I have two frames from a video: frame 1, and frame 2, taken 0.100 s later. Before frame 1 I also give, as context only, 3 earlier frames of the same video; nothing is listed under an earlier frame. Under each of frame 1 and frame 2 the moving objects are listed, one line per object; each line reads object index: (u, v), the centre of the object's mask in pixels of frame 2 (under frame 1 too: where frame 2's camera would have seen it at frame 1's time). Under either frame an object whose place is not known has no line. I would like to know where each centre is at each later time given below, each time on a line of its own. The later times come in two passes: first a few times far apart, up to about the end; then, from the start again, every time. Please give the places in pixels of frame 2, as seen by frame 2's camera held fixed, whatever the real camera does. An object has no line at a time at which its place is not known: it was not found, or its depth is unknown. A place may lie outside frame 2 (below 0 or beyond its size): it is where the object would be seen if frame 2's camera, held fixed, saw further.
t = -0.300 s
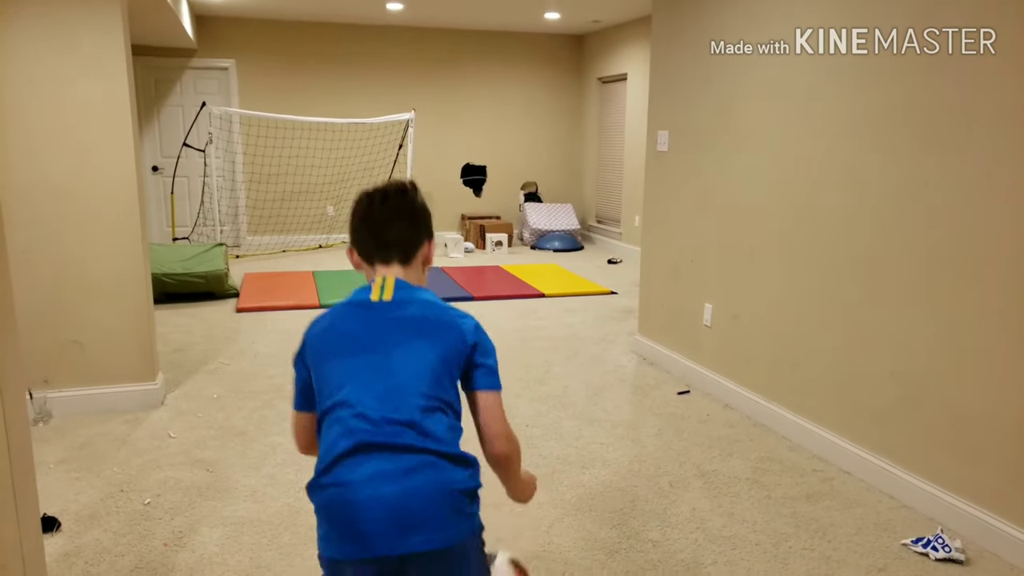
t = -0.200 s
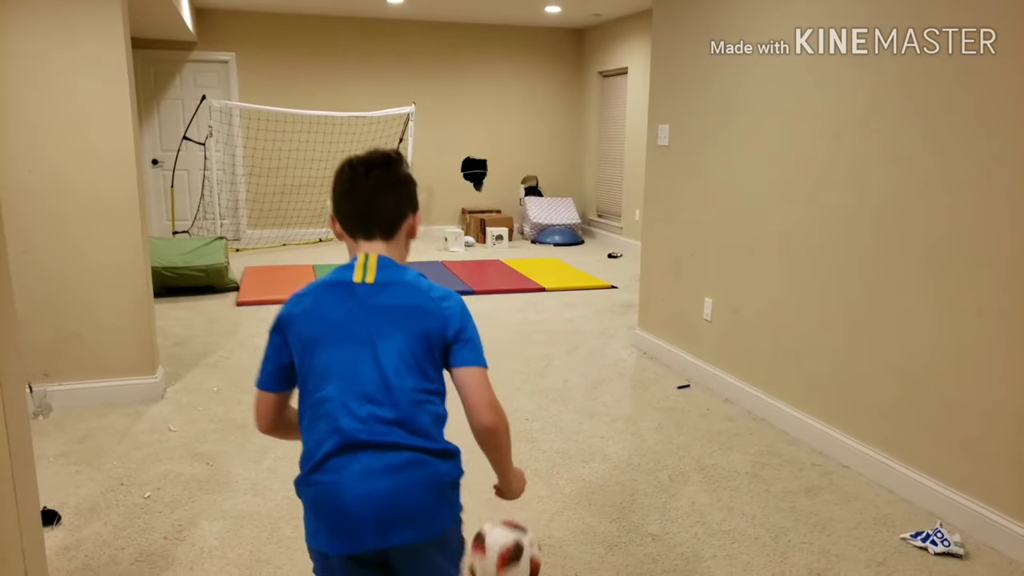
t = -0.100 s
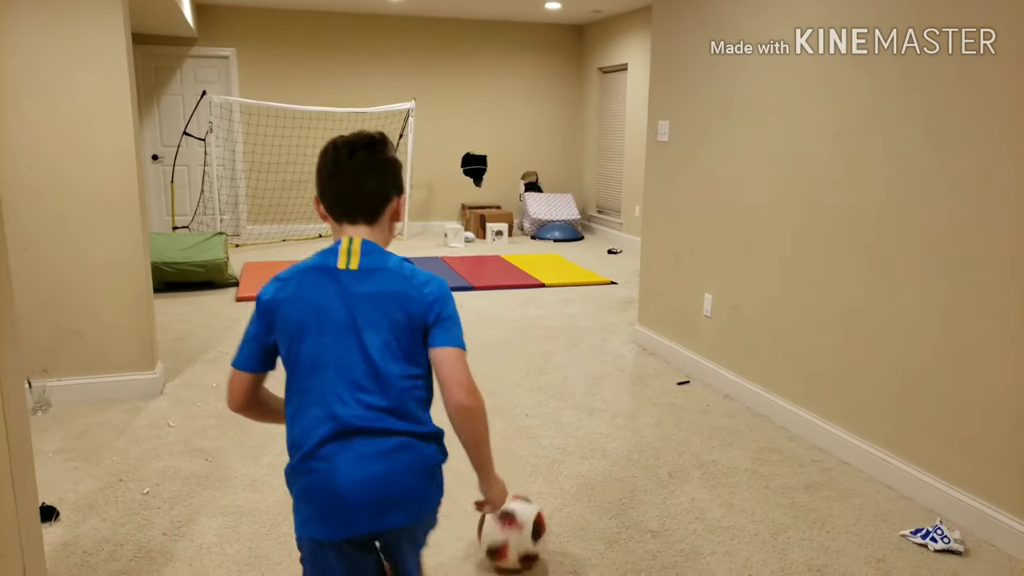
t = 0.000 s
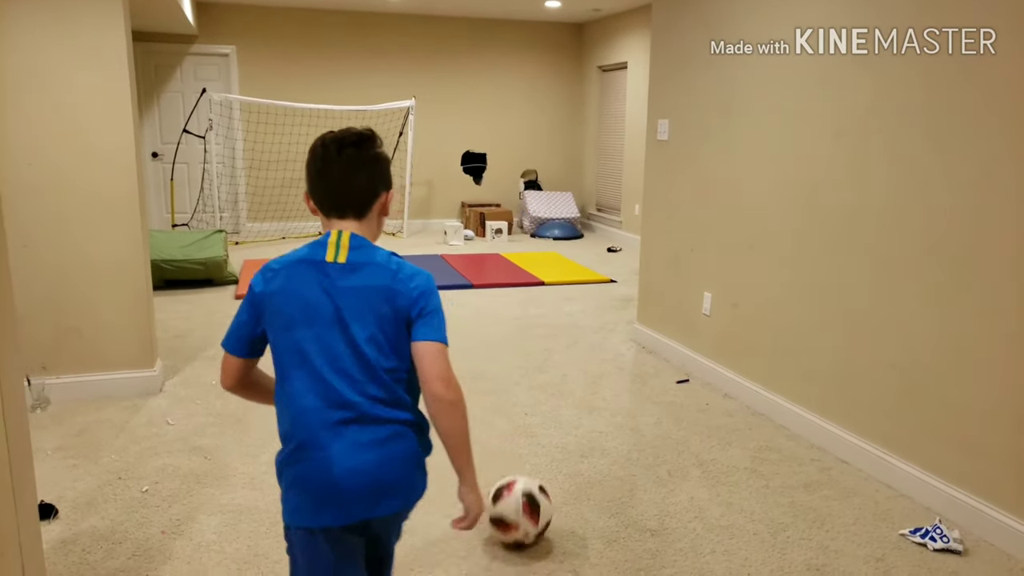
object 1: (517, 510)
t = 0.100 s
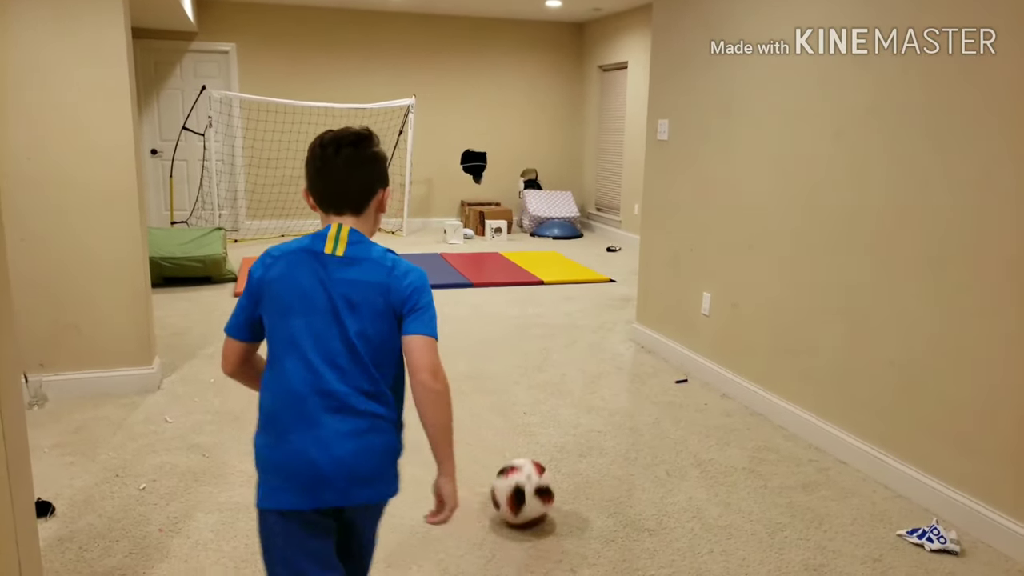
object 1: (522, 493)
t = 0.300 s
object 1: (534, 462)
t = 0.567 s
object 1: (544, 429)
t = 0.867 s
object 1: (552, 402)
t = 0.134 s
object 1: (524, 487)
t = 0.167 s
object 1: (526, 481)
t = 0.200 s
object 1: (528, 476)
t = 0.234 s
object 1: (530, 471)
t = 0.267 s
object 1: (532, 466)
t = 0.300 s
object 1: (534, 462)
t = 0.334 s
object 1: (535, 457)
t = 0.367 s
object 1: (536, 453)
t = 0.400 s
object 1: (537, 449)
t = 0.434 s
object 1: (539, 444)
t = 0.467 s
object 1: (541, 440)
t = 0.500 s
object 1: (542, 436)
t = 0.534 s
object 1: (543, 433)
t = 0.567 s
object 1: (544, 429)
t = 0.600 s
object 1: (545, 426)
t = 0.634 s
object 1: (545, 423)
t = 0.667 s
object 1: (546, 419)
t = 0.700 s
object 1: (547, 416)
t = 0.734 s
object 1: (548, 413)
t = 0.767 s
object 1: (549, 410)
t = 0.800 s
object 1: (549, 408)
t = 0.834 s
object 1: (551, 405)
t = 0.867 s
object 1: (552, 402)
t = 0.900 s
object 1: (552, 399)
